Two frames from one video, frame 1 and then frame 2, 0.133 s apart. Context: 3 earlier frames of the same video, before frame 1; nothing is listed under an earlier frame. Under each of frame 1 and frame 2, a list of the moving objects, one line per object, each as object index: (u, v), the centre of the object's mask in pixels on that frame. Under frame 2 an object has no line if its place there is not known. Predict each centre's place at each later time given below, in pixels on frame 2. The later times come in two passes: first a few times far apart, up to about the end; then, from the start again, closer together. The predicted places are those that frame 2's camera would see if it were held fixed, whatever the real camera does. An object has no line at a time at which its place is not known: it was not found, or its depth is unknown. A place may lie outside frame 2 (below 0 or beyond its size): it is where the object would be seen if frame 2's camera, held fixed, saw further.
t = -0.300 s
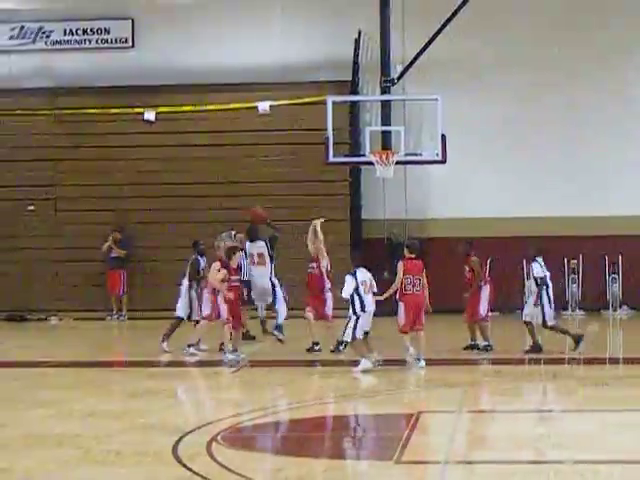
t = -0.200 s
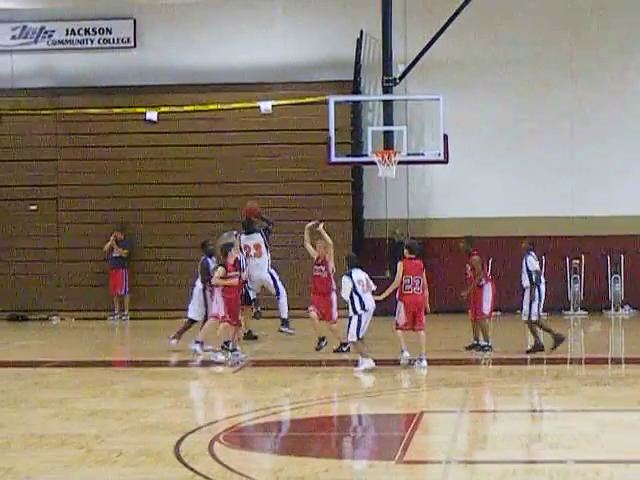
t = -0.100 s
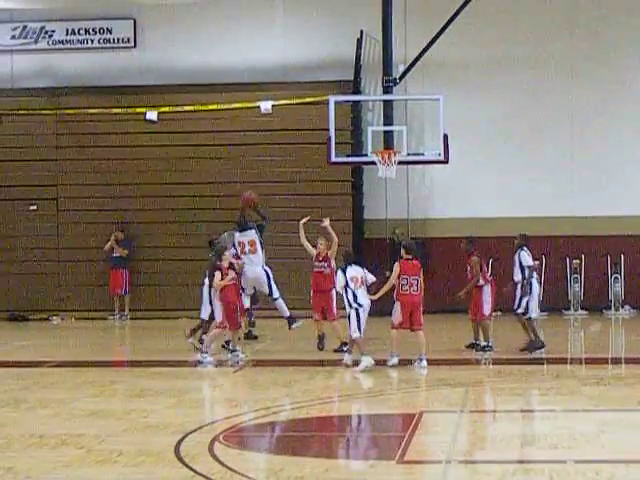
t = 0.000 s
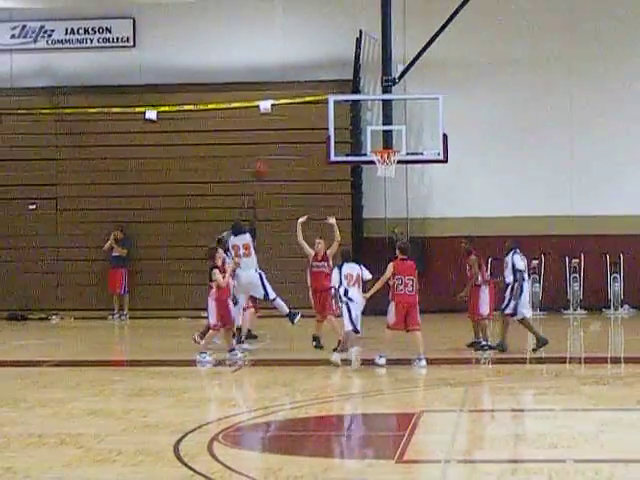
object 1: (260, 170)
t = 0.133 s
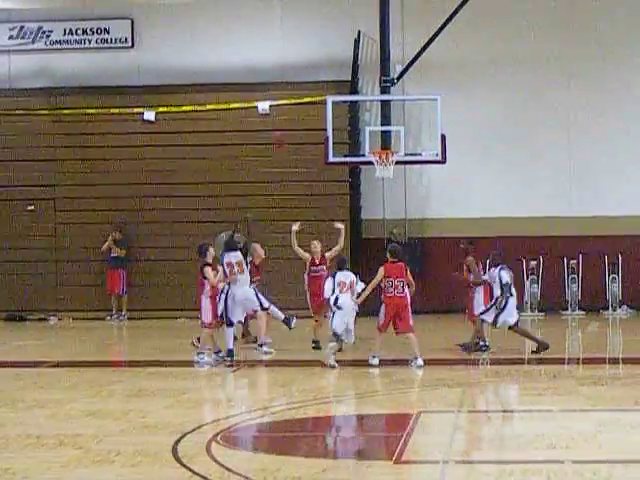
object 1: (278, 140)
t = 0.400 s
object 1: (323, 111)
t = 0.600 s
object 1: (353, 118)
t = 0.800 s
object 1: (383, 152)
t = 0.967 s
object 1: (386, 177)
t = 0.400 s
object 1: (323, 111)
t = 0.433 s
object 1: (328, 110)
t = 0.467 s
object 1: (330, 110)
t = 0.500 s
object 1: (340, 111)
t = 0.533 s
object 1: (345, 114)
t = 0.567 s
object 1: (349, 117)
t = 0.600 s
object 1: (353, 118)
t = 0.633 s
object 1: (359, 123)
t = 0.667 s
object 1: (363, 129)
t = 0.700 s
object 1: (368, 132)
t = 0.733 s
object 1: (374, 138)
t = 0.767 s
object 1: (379, 144)
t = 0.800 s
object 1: (383, 152)
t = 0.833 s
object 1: (384, 154)
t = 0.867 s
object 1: (388, 164)
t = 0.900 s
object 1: (387, 171)
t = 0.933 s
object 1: (387, 173)
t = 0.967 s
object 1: (386, 177)
